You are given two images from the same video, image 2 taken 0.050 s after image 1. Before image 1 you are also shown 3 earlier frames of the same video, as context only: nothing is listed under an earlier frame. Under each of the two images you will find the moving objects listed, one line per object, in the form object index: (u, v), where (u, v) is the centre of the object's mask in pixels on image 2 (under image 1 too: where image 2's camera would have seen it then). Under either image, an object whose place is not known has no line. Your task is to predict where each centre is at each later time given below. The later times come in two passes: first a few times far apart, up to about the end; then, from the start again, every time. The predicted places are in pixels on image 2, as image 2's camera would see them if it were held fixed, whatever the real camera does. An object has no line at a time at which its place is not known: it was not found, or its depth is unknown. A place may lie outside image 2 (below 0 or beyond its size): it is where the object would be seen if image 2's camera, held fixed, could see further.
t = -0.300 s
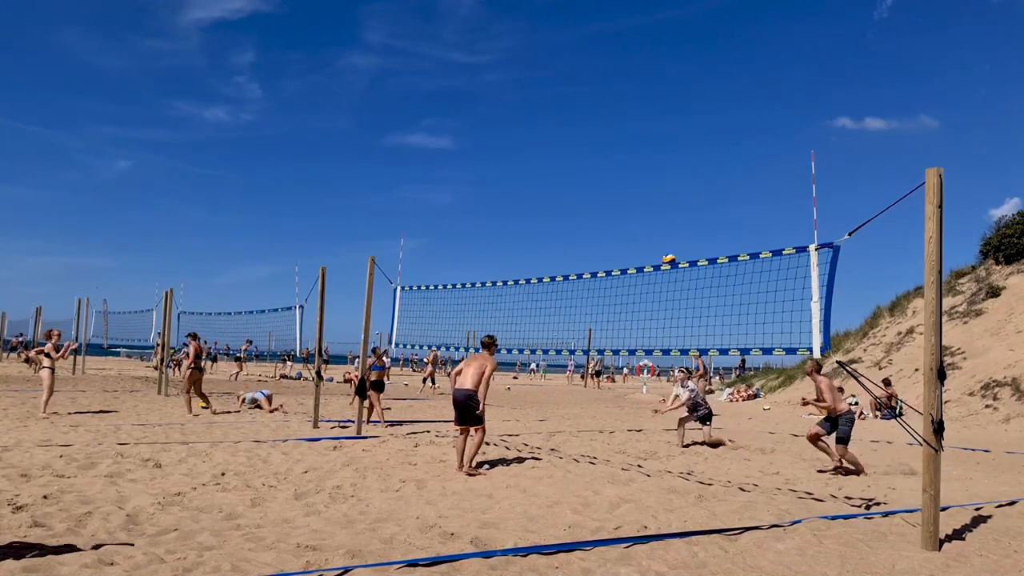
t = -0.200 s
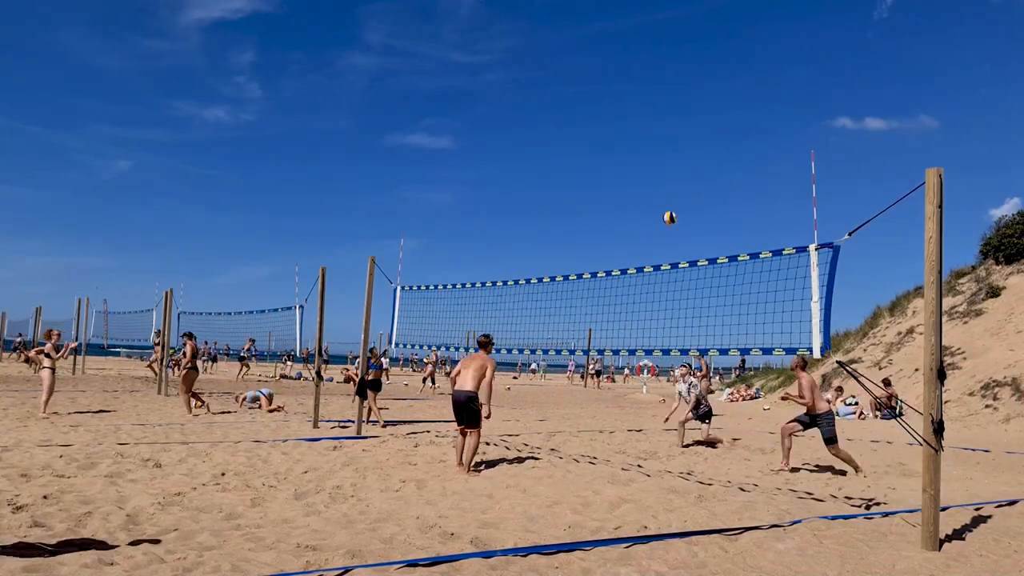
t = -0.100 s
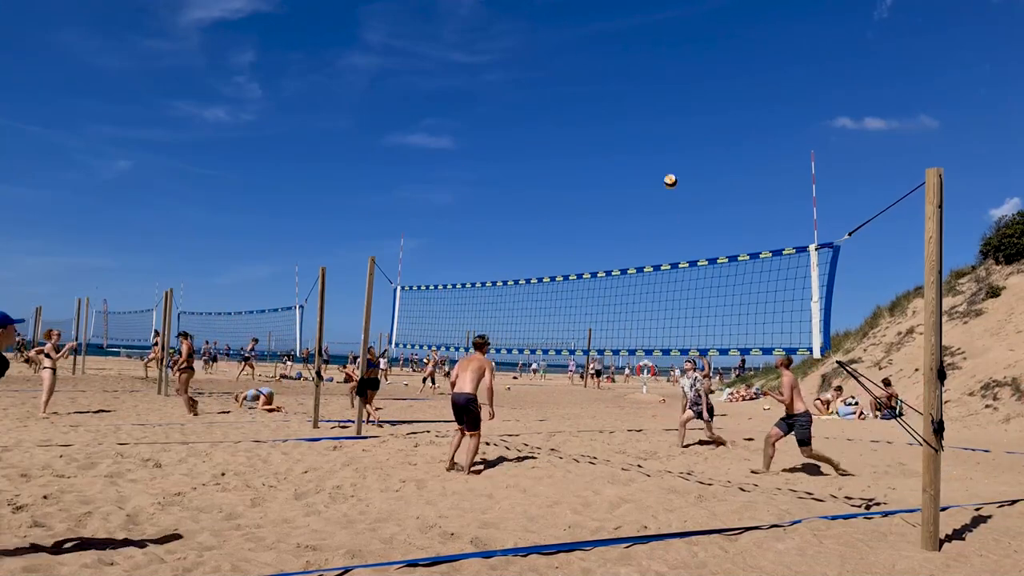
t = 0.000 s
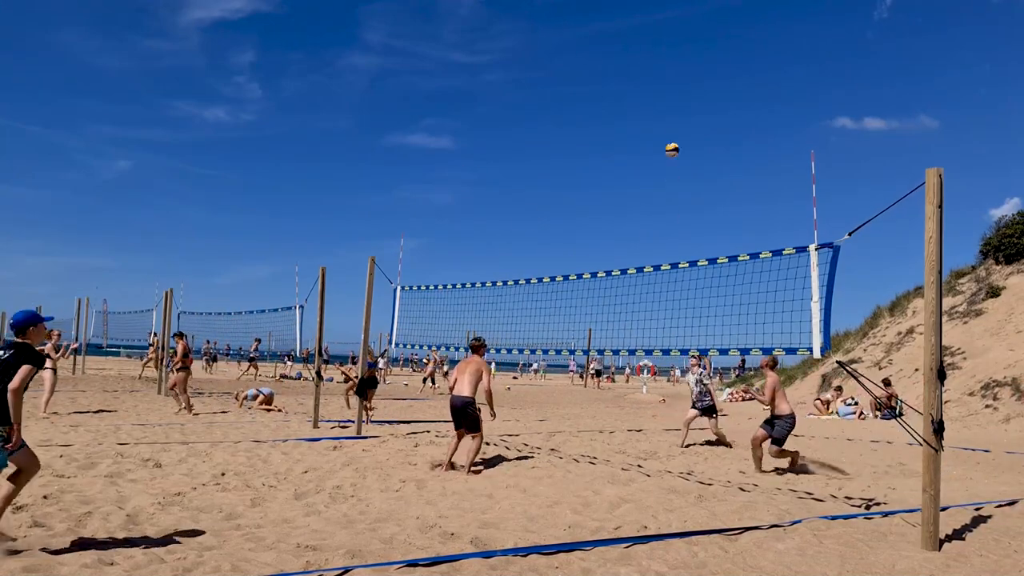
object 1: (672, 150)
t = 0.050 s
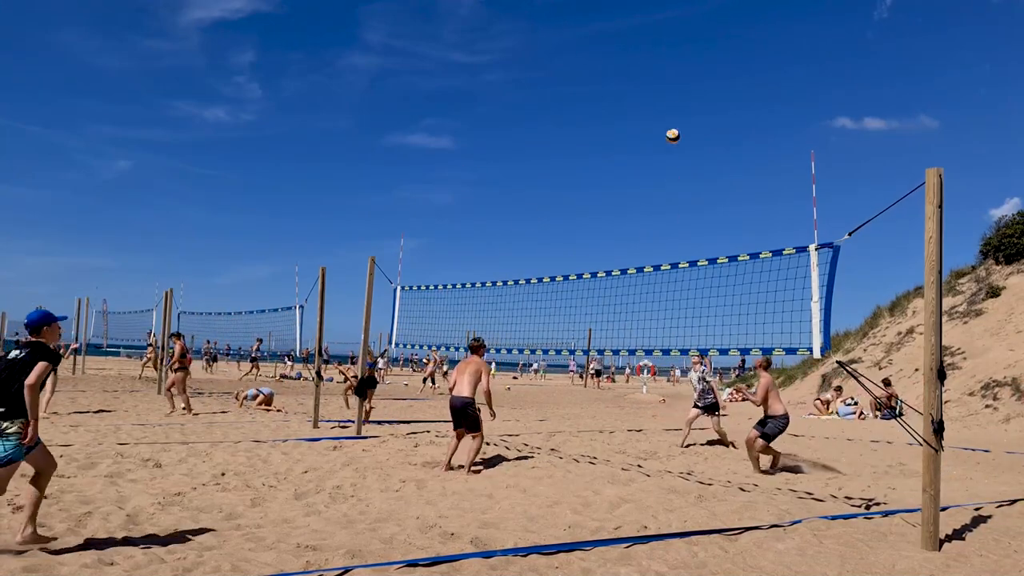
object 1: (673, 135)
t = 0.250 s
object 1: (677, 96)
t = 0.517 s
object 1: (682, 79)
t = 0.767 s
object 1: (685, 108)
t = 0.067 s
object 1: (673, 132)
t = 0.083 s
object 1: (673, 128)
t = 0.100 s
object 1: (674, 124)
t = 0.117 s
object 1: (674, 120)
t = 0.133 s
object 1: (674, 116)
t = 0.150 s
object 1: (675, 113)
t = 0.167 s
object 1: (675, 110)
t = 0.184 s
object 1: (675, 106)
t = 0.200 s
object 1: (675, 103)
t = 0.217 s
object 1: (676, 101)
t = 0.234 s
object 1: (676, 98)
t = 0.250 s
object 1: (677, 96)
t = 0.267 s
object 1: (677, 93)
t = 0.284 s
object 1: (677, 91)
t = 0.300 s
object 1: (678, 89)
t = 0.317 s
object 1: (678, 87)
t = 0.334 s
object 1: (678, 86)
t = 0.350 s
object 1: (678, 84)
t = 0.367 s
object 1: (679, 83)
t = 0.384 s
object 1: (679, 82)
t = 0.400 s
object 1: (680, 81)
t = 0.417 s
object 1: (680, 80)
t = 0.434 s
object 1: (680, 80)
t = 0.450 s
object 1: (680, 79)
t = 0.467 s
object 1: (680, 79)
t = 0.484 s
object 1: (681, 79)
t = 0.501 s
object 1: (681, 79)
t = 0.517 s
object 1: (682, 79)
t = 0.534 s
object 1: (682, 80)
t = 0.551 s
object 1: (682, 81)
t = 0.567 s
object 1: (682, 82)
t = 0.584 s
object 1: (683, 83)
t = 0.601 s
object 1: (683, 84)
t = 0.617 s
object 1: (683, 85)
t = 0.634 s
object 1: (683, 87)
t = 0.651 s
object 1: (684, 89)
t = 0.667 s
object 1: (684, 91)
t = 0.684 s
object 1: (684, 94)
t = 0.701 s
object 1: (684, 96)
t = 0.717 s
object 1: (684, 99)
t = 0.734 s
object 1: (684, 102)
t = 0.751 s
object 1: (685, 105)
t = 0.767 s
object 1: (685, 108)
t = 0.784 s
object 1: (685, 112)
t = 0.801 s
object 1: (685, 115)
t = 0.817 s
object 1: (685, 119)
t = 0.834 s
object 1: (686, 124)
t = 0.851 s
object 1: (686, 128)
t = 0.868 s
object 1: (686, 133)
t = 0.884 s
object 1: (686, 137)
